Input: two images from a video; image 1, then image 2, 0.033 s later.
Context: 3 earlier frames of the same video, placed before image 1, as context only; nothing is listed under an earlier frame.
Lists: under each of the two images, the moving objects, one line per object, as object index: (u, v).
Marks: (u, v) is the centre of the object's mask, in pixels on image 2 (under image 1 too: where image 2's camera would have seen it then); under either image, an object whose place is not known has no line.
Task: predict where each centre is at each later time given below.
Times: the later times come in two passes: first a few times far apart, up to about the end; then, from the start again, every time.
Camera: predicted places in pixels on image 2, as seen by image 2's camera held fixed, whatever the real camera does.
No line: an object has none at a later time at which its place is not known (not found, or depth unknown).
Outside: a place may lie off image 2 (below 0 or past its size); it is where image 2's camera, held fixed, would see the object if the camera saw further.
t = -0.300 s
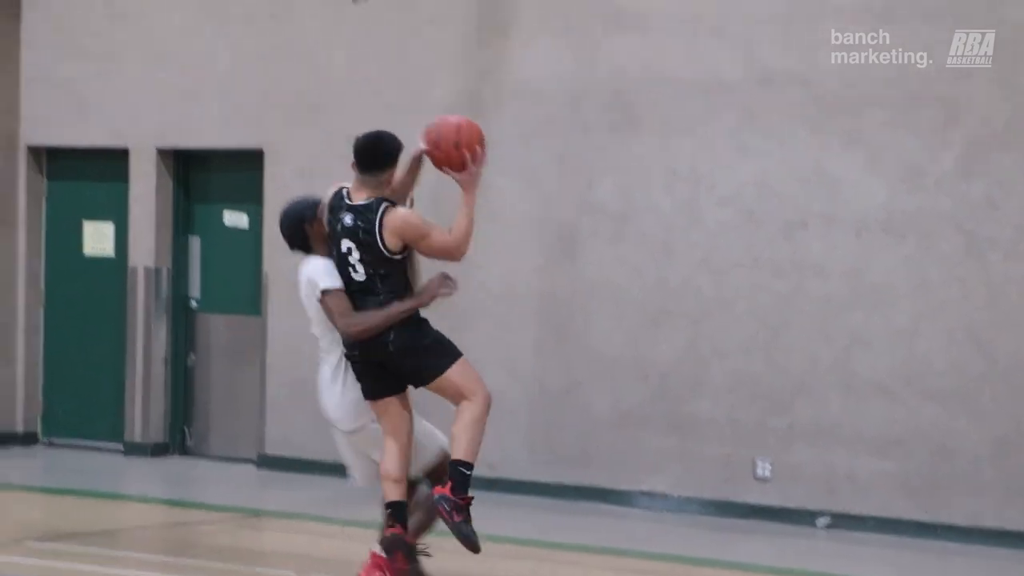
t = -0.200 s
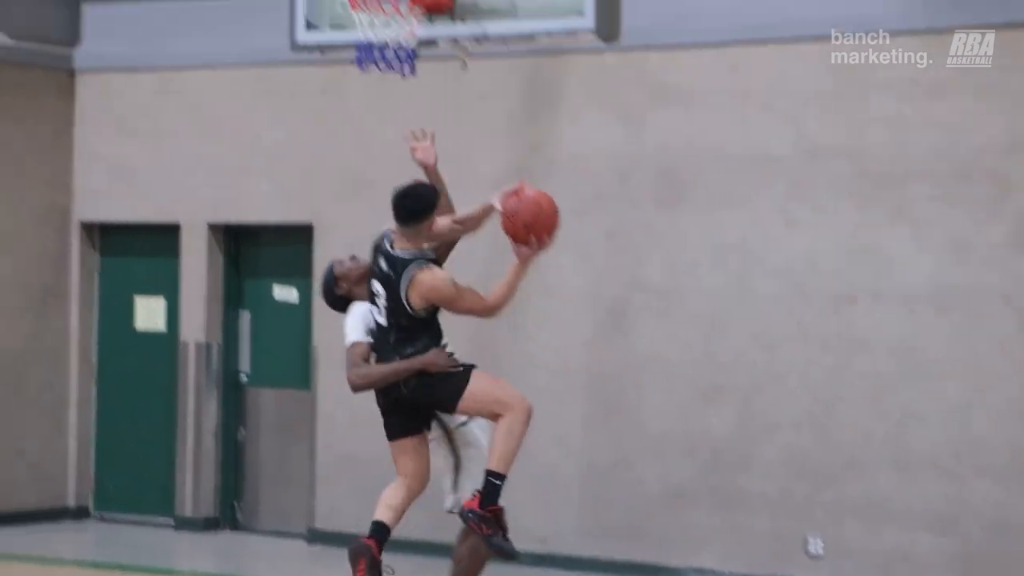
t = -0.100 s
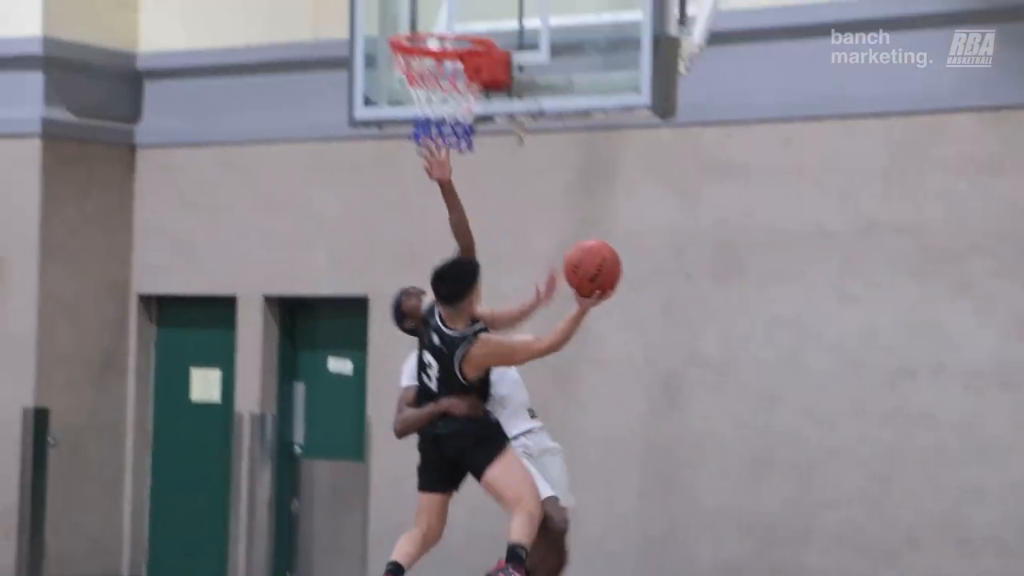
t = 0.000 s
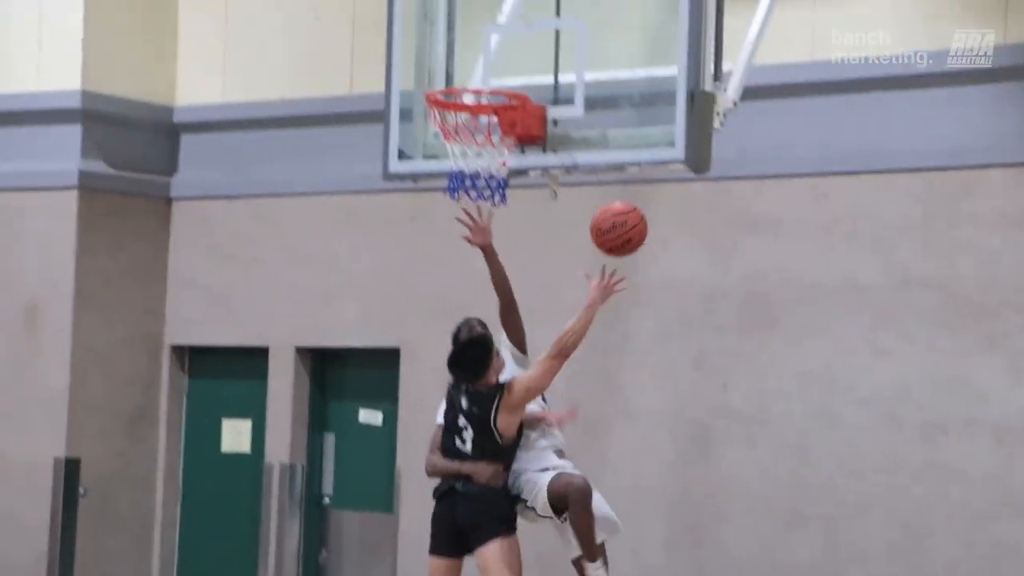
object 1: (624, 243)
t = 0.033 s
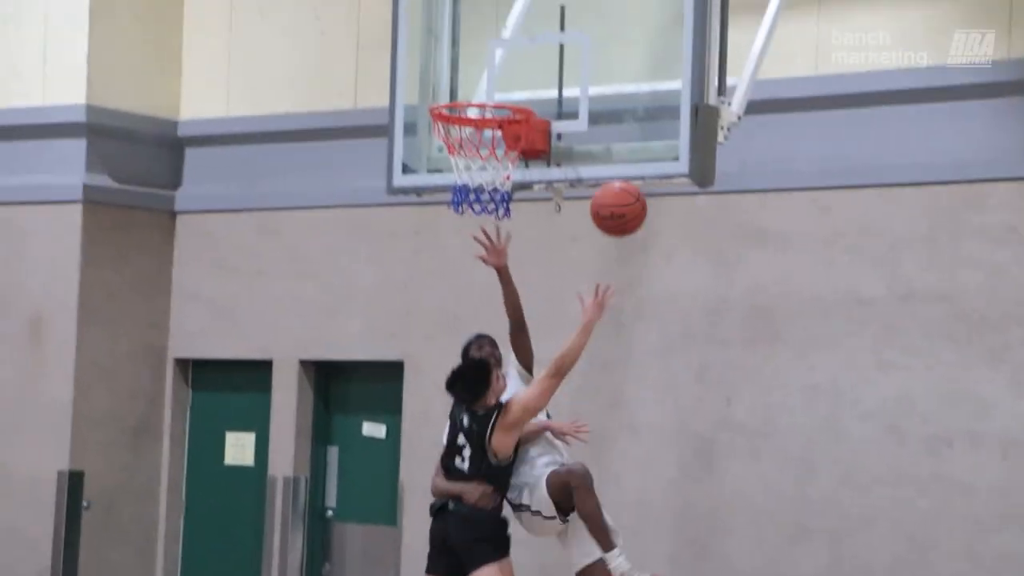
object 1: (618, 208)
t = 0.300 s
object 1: (584, 42)
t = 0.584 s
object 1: (513, 44)
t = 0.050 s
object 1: (616, 193)
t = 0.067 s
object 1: (613, 178)
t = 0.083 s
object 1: (611, 164)
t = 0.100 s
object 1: (609, 149)
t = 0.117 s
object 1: (607, 137)
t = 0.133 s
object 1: (605, 125)
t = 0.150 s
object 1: (603, 114)
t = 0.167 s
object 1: (601, 104)
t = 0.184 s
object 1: (599, 93)
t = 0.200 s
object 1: (597, 84)
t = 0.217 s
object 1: (595, 76)
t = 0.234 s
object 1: (593, 67)
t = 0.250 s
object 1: (591, 60)
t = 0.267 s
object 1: (589, 53)
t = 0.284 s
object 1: (587, 48)
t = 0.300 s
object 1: (584, 42)
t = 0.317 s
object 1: (582, 38)
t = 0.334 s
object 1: (580, 34)
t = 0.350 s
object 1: (578, 30)
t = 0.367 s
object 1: (576, 28)
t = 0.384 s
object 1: (574, 26)
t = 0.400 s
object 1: (571, 24)
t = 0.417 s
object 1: (569, 24)
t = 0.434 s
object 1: (567, 23)
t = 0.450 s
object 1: (562, 23)
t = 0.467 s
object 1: (555, 24)
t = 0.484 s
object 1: (549, 25)
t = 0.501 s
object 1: (544, 27)
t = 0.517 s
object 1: (538, 29)
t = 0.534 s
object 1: (531, 33)
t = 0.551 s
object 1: (525, 36)
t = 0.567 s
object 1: (519, 40)
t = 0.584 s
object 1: (513, 44)
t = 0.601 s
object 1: (507, 50)
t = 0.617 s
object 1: (500, 56)
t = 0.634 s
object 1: (494, 62)
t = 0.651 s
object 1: (488, 69)
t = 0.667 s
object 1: (481, 77)
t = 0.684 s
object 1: (475, 83)
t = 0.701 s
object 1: (469, 88)
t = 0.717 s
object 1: (463, 105)
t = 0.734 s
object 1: (456, 115)
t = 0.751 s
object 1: (455, 123)
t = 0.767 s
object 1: (459, 134)
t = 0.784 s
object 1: (463, 141)
